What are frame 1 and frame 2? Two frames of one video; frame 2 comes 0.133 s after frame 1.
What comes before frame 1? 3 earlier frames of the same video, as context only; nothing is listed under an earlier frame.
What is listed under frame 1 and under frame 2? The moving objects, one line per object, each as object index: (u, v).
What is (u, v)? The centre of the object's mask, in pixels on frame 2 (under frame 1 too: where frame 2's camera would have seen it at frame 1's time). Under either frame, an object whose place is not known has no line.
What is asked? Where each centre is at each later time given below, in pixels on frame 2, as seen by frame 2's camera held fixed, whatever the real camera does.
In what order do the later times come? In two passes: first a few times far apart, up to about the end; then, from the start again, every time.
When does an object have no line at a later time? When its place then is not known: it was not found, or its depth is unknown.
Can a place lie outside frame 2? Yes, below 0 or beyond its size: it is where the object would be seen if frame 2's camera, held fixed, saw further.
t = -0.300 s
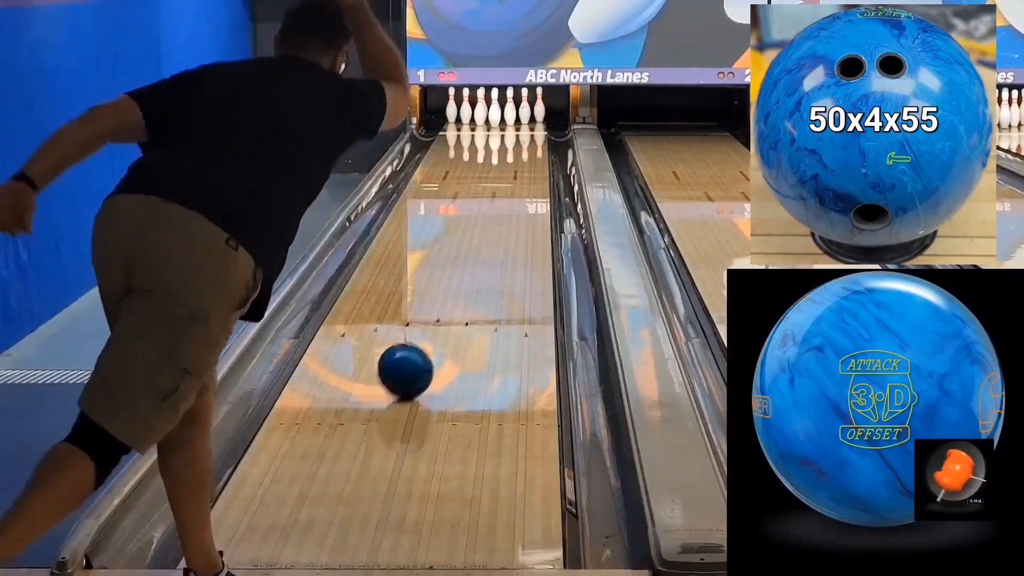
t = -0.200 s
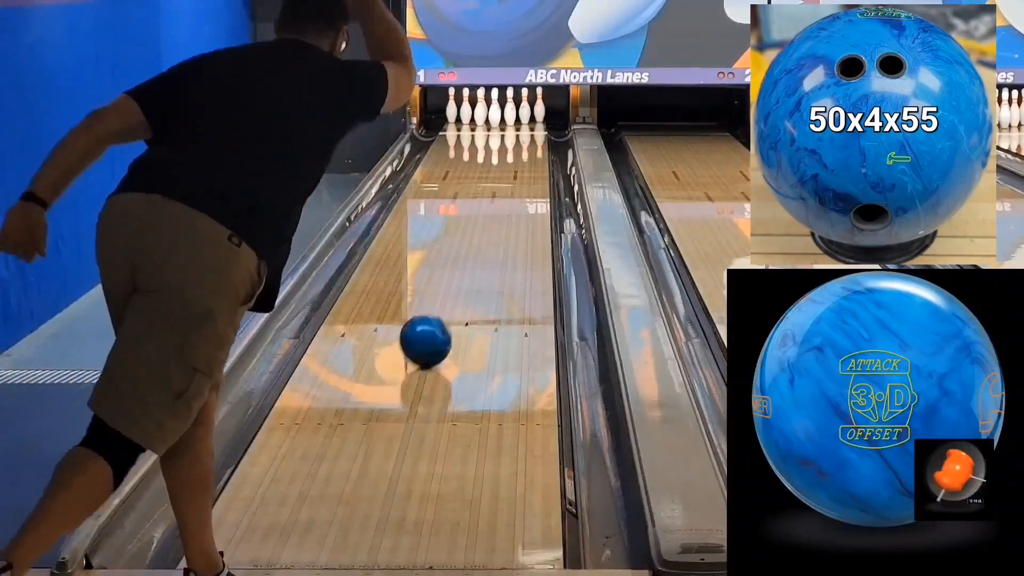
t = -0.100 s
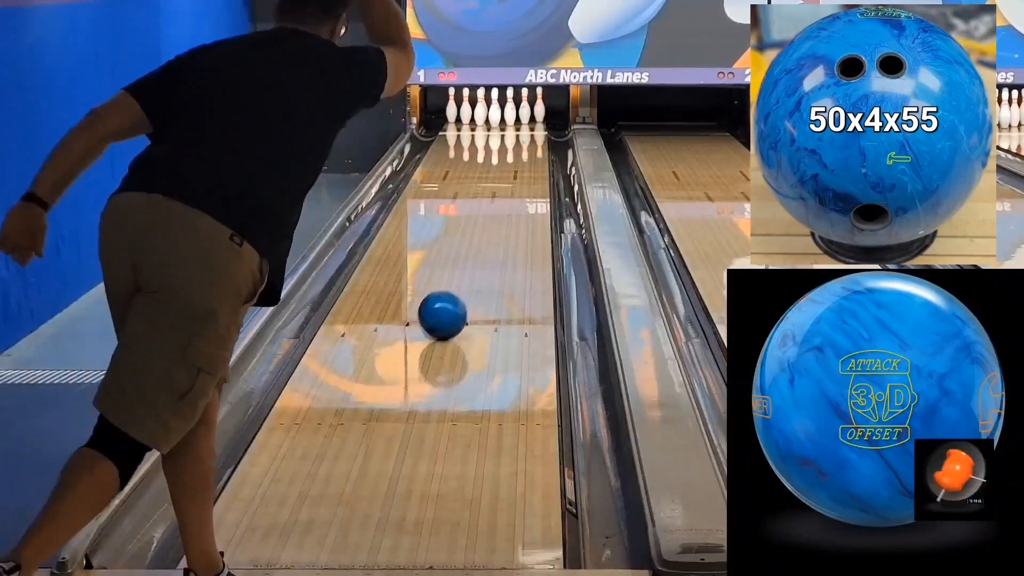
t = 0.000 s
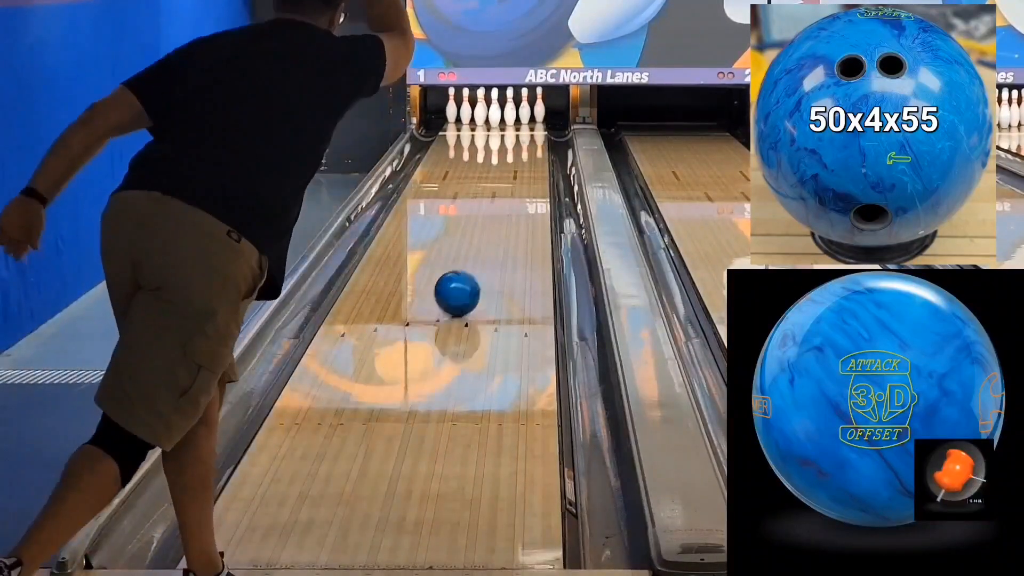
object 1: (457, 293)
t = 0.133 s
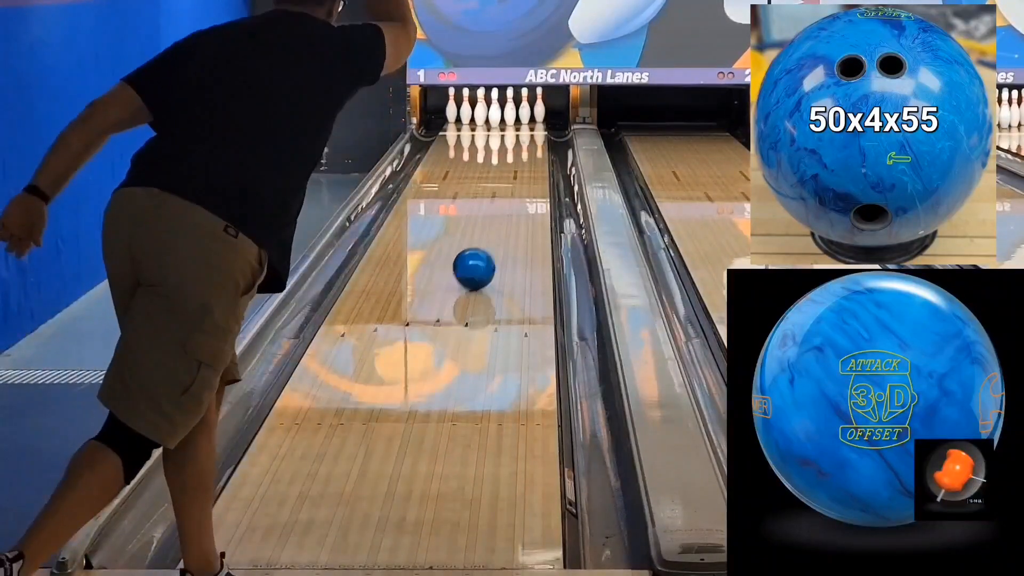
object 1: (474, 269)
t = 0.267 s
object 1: (488, 247)
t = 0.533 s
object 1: (510, 212)
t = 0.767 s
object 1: (524, 188)
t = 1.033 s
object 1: (534, 166)
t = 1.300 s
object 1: (536, 149)
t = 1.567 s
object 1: (531, 136)
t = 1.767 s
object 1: (521, 127)
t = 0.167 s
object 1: (478, 263)
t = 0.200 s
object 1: (481, 257)
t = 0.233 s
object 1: (485, 252)
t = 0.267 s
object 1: (488, 247)
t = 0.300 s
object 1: (491, 242)
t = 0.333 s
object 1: (494, 237)
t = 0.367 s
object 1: (497, 233)
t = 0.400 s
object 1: (500, 228)
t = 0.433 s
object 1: (503, 224)
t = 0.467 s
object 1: (505, 220)
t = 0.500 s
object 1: (508, 216)
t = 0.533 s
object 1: (510, 212)
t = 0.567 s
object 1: (512, 208)
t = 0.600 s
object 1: (515, 205)
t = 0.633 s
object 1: (517, 201)
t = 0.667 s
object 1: (519, 198)
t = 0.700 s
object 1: (521, 195)
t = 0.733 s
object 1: (522, 192)
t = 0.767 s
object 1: (524, 188)
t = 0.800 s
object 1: (526, 185)
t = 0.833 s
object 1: (527, 182)
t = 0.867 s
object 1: (529, 179)
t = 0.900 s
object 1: (530, 176)
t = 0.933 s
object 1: (531, 174)
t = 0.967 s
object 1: (532, 171)
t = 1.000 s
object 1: (533, 169)
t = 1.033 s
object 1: (534, 166)
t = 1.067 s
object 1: (534, 164)
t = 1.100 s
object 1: (535, 162)
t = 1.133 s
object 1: (536, 159)
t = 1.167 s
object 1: (536, 157)
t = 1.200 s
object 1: (536, 155)
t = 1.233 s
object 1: (537, 153)
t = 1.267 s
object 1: (536, 151)
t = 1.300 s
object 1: (536, 149)
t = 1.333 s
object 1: (536, 147)
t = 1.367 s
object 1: (536, 146)
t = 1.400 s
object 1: (535, 144)
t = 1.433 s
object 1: (535, 142)
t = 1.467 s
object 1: (534, 140)
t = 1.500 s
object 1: (533, 139)
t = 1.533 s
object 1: (532, 137)
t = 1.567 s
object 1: (531, 136)
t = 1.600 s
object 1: (529, 134)
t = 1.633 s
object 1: (528, 132)
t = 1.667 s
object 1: (527, 131)
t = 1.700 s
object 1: (525, 130)
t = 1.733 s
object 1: (523, 128)
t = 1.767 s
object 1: (521, 127)
